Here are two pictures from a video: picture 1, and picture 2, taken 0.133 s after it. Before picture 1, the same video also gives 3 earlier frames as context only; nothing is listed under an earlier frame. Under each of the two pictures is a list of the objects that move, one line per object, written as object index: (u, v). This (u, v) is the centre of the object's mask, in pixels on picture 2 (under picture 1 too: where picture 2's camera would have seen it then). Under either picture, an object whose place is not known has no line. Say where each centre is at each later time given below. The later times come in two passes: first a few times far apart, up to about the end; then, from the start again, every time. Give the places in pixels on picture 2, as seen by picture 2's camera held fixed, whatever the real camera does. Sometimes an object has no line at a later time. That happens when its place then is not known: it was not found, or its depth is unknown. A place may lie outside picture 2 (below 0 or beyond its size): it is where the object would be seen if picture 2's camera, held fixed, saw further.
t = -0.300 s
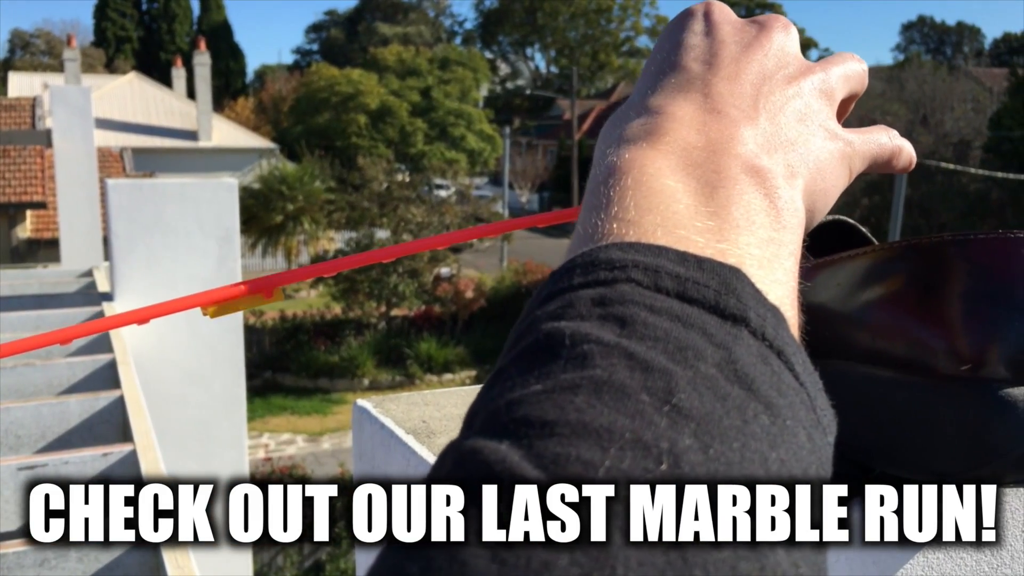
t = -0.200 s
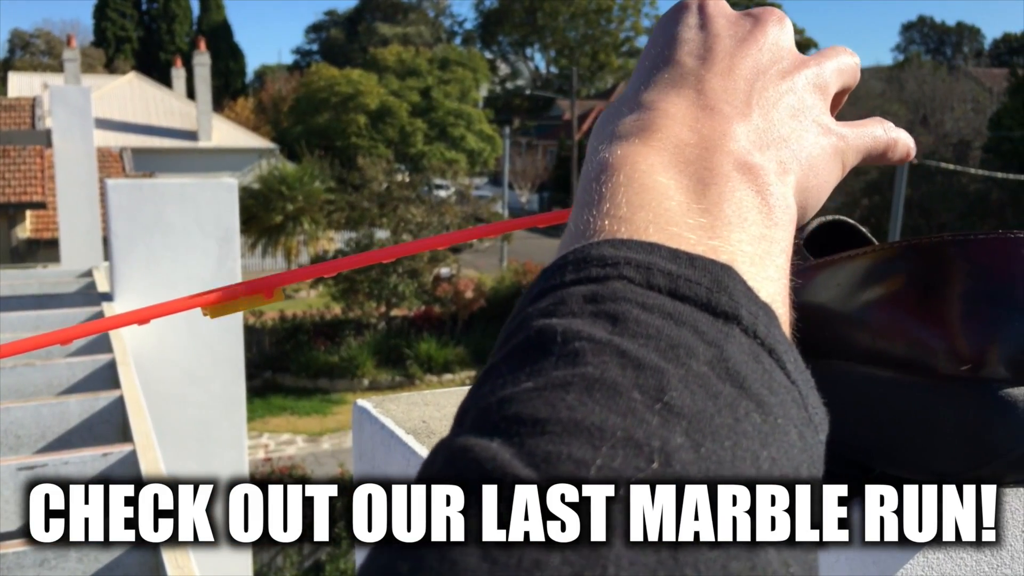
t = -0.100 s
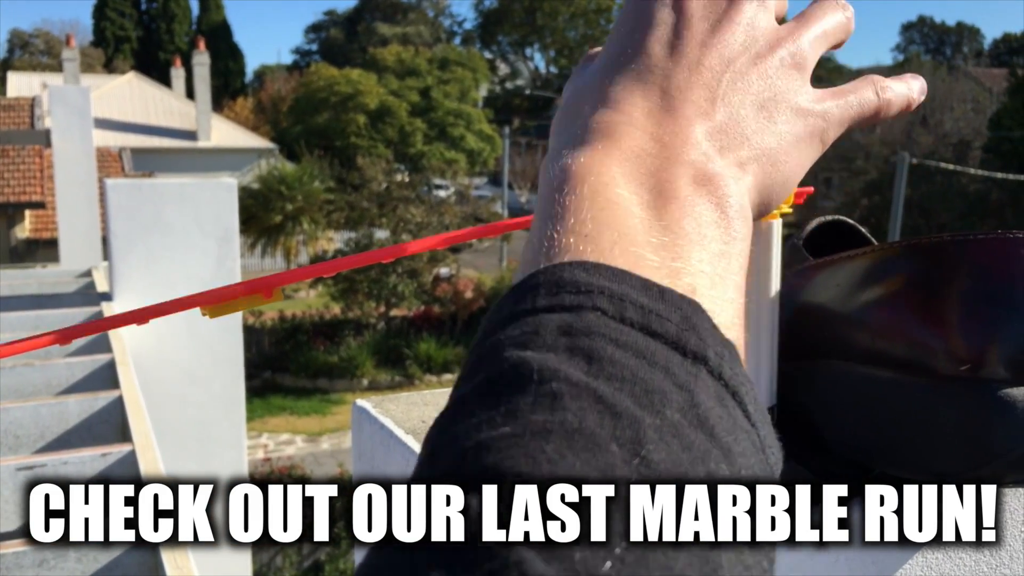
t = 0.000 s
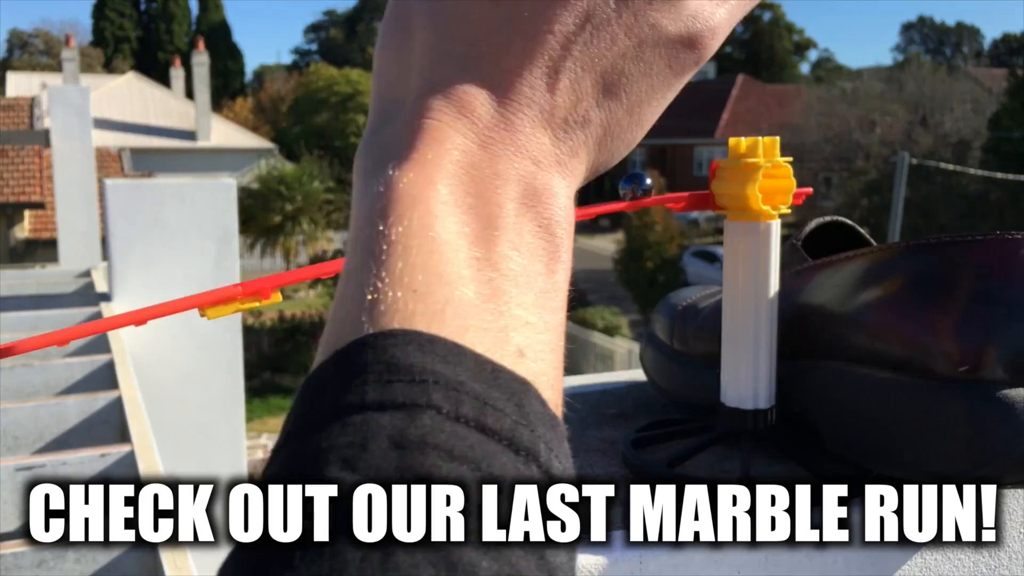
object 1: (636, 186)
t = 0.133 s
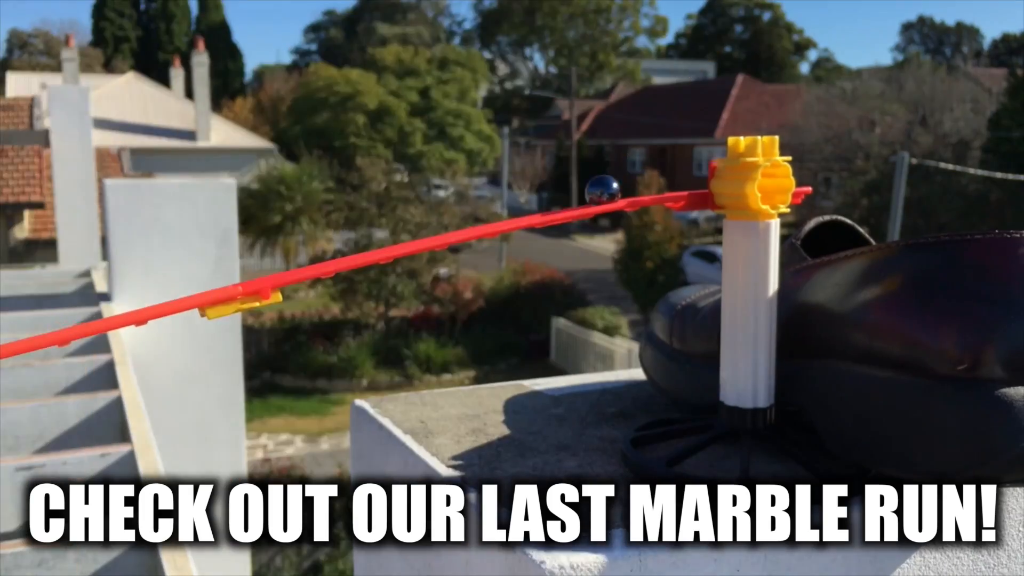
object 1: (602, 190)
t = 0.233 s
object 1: (566, 196)
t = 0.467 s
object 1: (427, 227)
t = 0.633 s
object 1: (243, 271)
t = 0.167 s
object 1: (593, 191)
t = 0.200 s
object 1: (580, 193)
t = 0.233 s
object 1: (566, 196)
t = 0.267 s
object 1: (552, 199)
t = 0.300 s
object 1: (536, 203)
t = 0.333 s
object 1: (518, 206)
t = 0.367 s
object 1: (499, 210)
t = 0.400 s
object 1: (477, 215)
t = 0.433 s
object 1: (453, 221)
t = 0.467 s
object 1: (427, 227)
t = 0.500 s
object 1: (397, 233)
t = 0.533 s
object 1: (364, 241)
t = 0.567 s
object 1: (328, 250)
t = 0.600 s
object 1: (288, 260)
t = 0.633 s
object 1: (243, 271)
